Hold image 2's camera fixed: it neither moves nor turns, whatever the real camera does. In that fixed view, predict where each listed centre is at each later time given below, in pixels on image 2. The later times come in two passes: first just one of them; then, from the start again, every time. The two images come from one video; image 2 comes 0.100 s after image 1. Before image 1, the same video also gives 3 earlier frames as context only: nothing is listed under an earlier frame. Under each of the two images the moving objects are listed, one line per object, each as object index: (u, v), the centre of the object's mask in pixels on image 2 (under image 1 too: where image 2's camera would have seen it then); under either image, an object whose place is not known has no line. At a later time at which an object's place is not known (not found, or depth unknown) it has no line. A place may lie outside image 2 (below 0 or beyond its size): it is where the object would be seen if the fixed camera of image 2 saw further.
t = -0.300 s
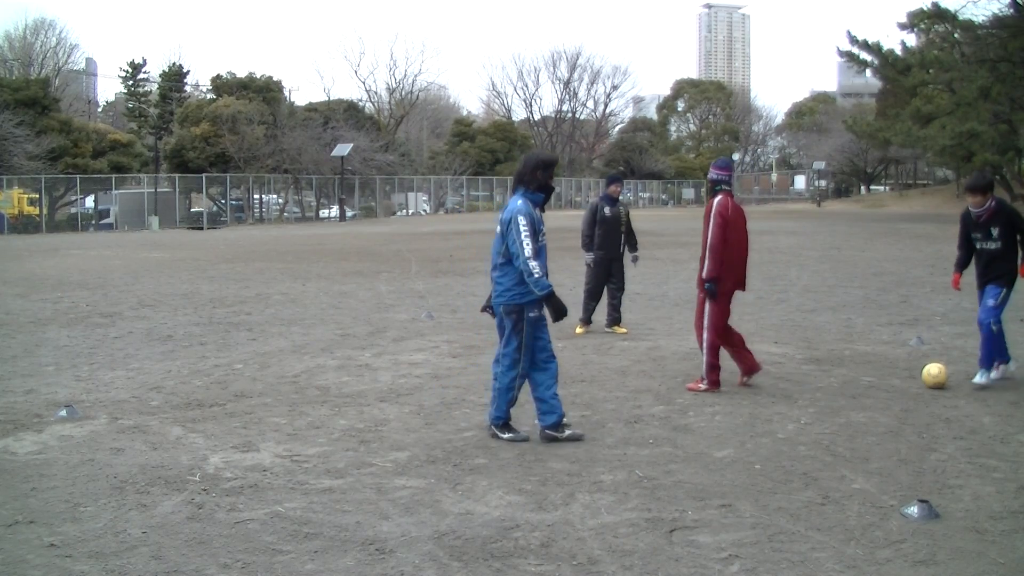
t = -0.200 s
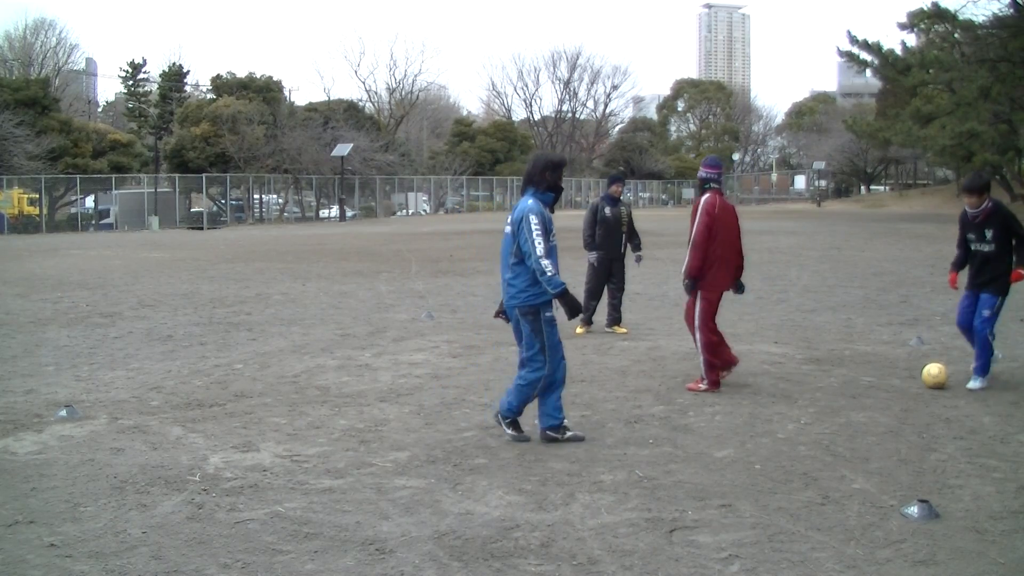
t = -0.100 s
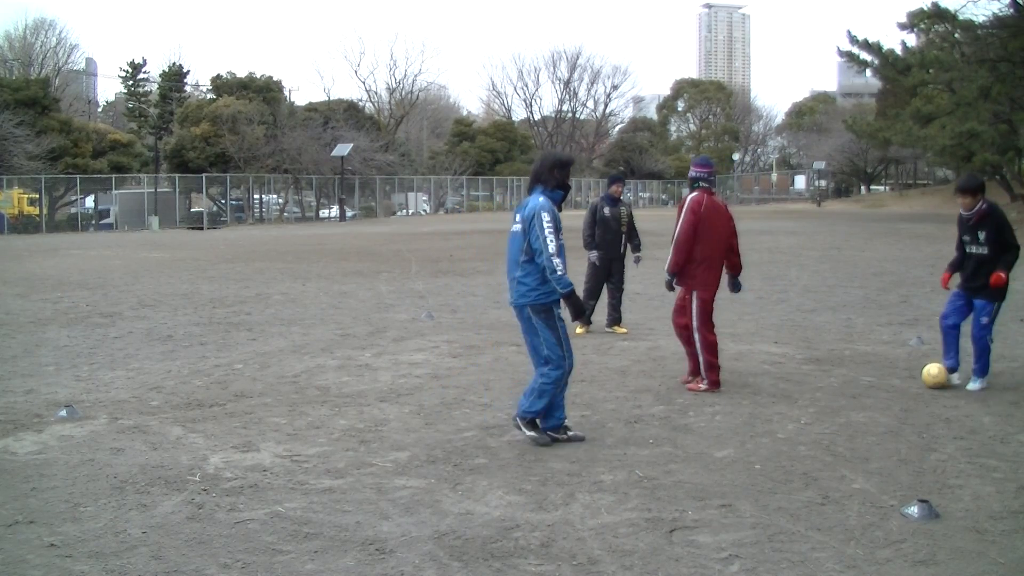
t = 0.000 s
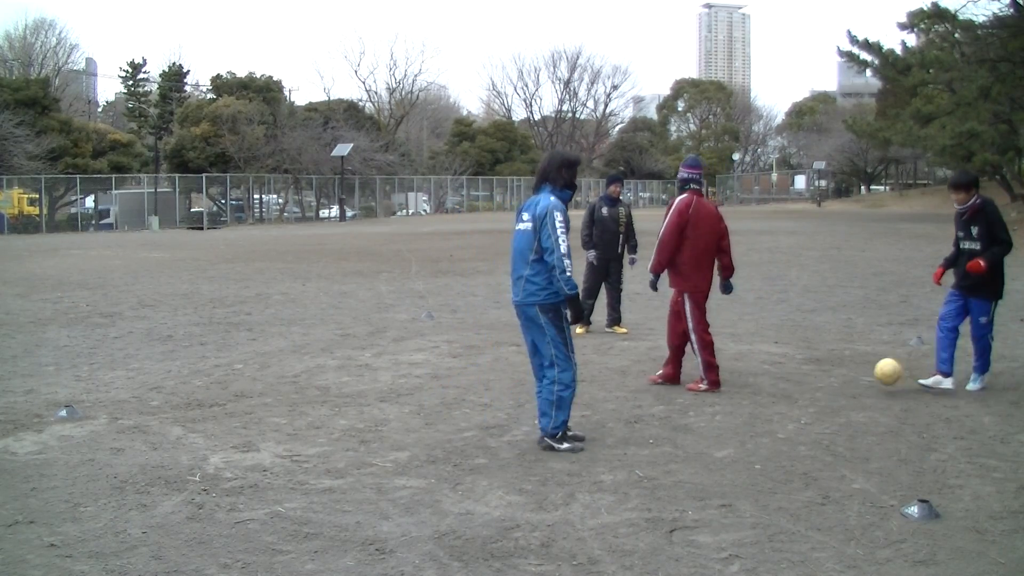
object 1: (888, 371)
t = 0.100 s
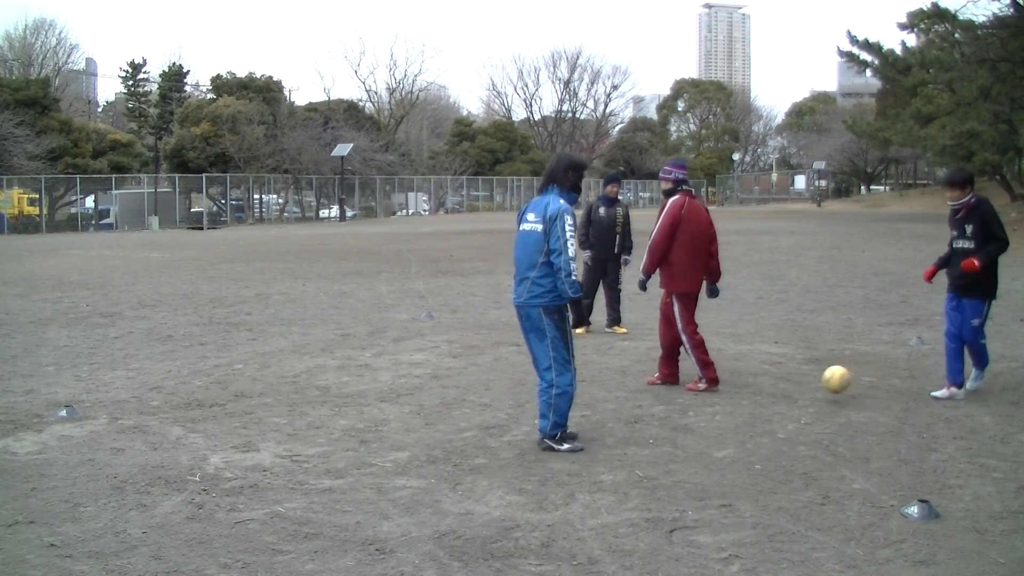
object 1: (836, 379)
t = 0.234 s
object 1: (766, 395)
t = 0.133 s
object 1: (817, 385)
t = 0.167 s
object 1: (798, 393)
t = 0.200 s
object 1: (783, 394)
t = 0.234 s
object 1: (766, 395)
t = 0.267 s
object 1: (750, 398)
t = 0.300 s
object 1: (734, 401)
